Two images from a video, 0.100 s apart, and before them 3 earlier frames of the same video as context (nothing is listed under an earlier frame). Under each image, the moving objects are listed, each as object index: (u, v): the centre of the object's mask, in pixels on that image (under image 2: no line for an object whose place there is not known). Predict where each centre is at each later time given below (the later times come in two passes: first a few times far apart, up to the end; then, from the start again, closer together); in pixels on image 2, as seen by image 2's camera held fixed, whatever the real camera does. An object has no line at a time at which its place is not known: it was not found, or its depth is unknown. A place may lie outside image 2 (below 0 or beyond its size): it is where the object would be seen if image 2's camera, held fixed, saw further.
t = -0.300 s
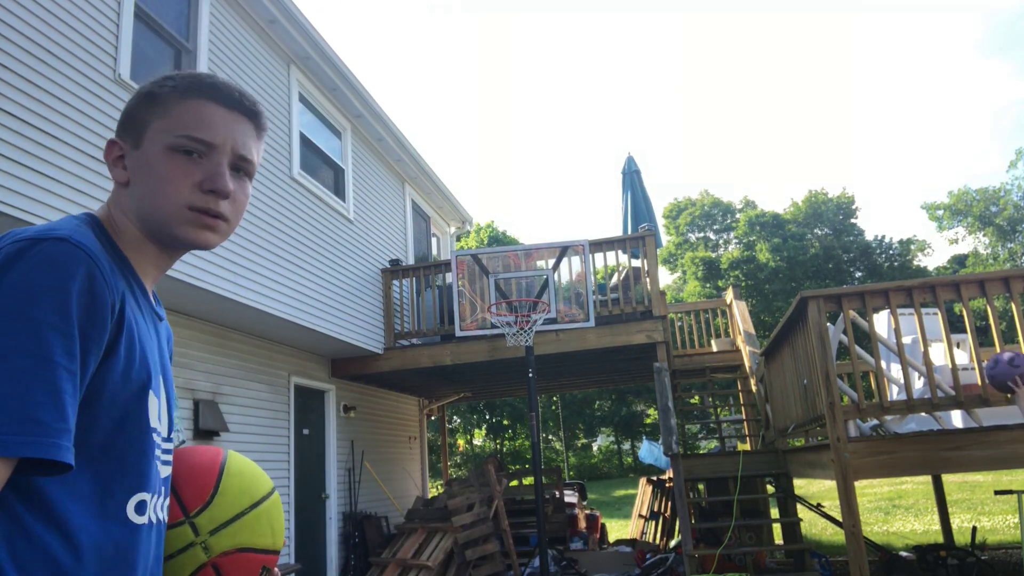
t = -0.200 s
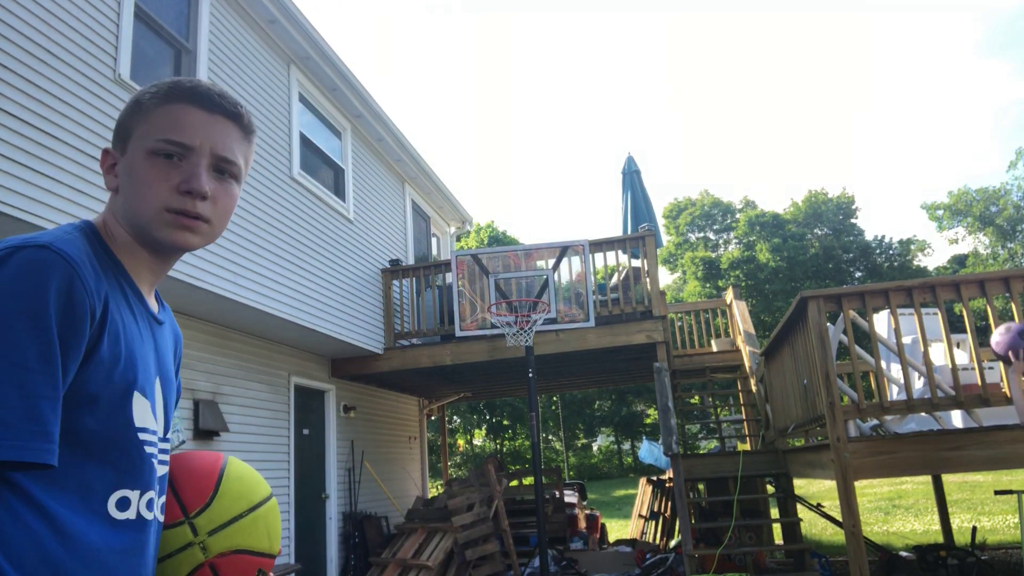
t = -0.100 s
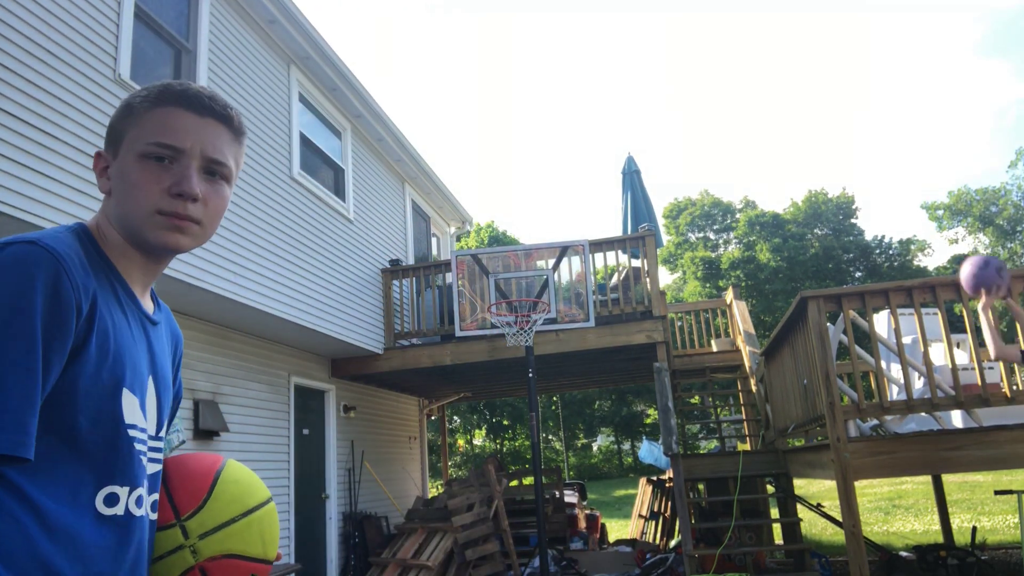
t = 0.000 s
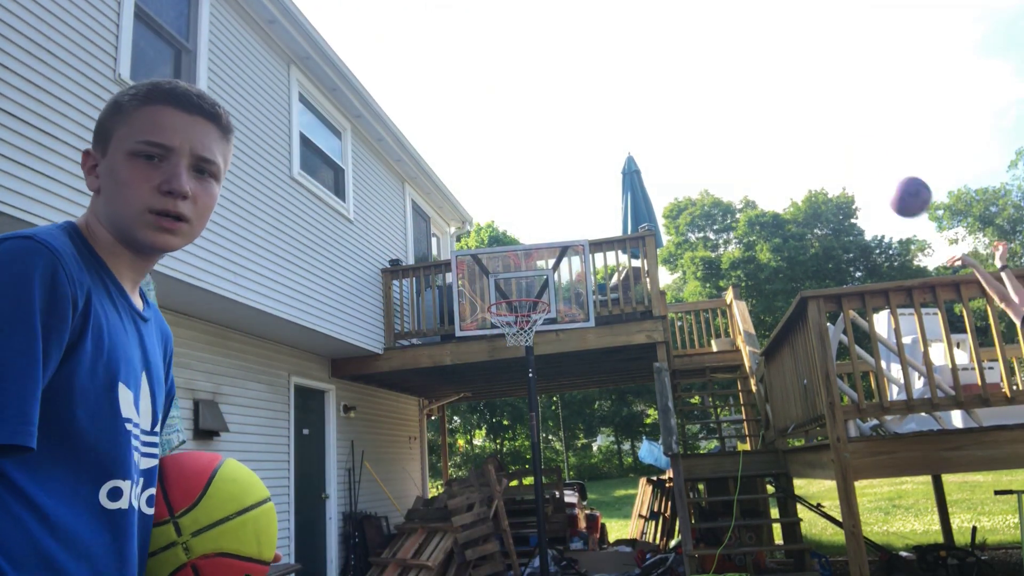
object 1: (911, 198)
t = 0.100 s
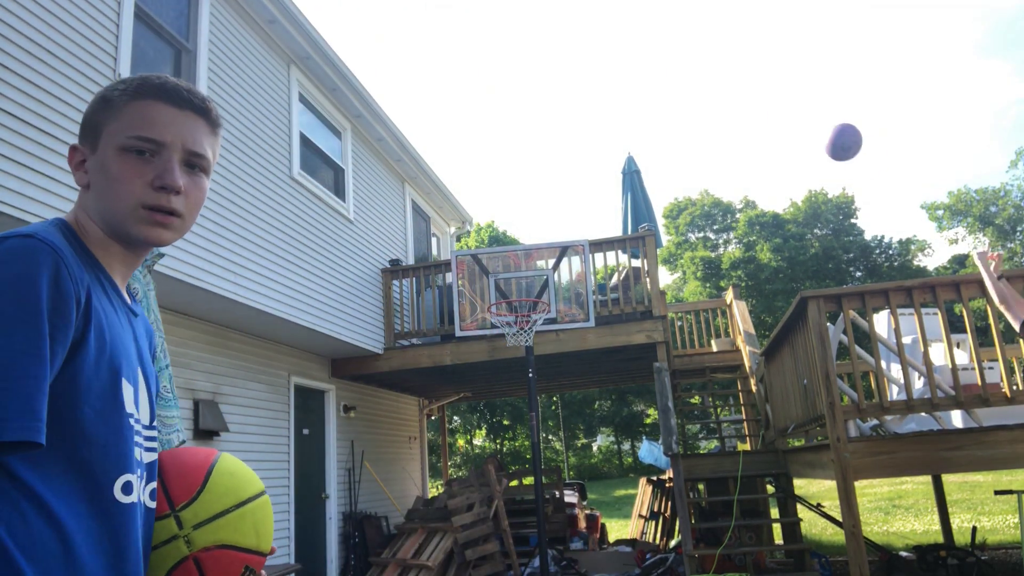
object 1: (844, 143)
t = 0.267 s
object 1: (754, 96)
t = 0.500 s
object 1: (657, 99)
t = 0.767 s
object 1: (573, 176)
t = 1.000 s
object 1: (514, 291)
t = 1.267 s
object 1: (534, 419)
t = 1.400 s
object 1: (555, 513)
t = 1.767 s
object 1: (631, 438)
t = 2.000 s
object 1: (692, 353)
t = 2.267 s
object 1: (778, 351)
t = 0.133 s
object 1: (824, 130)
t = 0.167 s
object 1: (805, 118)
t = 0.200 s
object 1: (787, 109)
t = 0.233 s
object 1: (770, 102)
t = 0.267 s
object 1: (754, 96)
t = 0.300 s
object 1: (738, 93)
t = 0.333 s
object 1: (723, 90)
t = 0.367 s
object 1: (708, 89)
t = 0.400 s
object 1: (695, 90)
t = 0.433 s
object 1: (682, 92)
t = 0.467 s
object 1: (669, 95)
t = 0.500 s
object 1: (657, 99)
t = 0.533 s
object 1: (645, 105)
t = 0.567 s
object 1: (634, 112)
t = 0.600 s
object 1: (623, 120)
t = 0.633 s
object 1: (612, 129)
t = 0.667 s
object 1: (602, 139)
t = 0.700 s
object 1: (592, 150)
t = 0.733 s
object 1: (582, 162)
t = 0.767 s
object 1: (573, 176)
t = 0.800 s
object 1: (563, 189)
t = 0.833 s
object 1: (555, 205)
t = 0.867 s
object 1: (546, 221)
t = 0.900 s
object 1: (538, 238)
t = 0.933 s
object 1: (530, 257)
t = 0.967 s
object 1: (522, 275)
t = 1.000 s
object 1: (514, 291)
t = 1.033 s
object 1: (507, 314)
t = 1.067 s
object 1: (508, 330)
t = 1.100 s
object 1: (513, 344)
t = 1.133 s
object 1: (516, 354)
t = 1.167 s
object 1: (520, 368)
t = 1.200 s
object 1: (525, 383)
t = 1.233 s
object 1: (529, 400)
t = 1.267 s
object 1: (534, 419)
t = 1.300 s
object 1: (539, 438)
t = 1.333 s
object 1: (544, 460)
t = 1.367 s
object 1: (550, 485)
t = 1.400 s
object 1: (555, 513)
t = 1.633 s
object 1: (601, 524)
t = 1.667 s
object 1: (609, 500)
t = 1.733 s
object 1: (623, 457)
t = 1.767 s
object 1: (631, 438)
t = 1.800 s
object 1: (639, 422)
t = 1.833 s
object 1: (648, 405)
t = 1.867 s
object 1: (656, 392)
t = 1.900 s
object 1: (665, 380)
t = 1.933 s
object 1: (674, 369)
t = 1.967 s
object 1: (683, 361)
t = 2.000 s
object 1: (692, 353)
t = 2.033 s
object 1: (702, 347)
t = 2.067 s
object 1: (712, 343)
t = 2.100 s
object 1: (722, 340)
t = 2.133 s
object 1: (732, 339)
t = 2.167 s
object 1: (744, 340)
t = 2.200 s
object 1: (755, 342)
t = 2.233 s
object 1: (766, 345)
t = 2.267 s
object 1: (778, 351)
